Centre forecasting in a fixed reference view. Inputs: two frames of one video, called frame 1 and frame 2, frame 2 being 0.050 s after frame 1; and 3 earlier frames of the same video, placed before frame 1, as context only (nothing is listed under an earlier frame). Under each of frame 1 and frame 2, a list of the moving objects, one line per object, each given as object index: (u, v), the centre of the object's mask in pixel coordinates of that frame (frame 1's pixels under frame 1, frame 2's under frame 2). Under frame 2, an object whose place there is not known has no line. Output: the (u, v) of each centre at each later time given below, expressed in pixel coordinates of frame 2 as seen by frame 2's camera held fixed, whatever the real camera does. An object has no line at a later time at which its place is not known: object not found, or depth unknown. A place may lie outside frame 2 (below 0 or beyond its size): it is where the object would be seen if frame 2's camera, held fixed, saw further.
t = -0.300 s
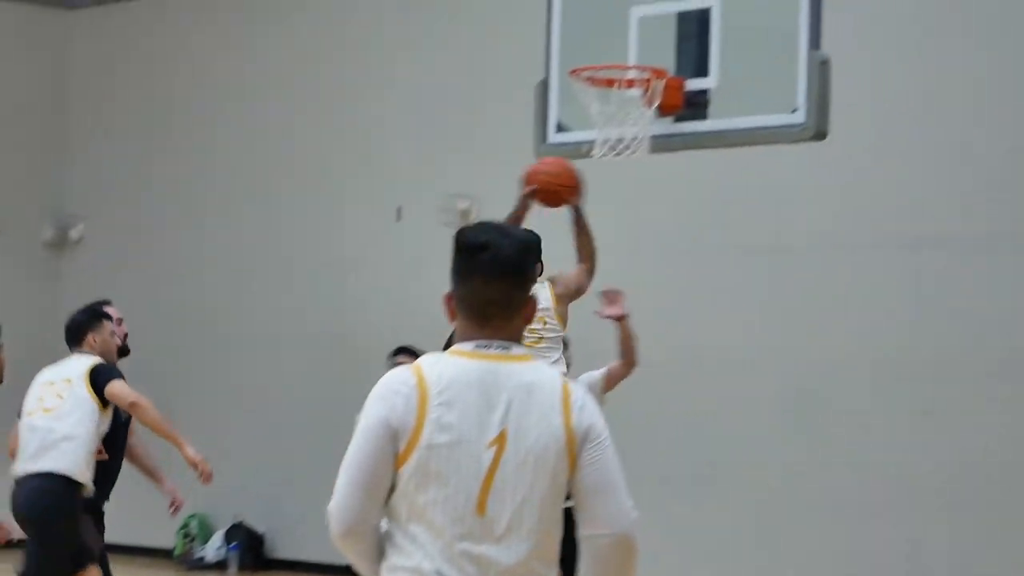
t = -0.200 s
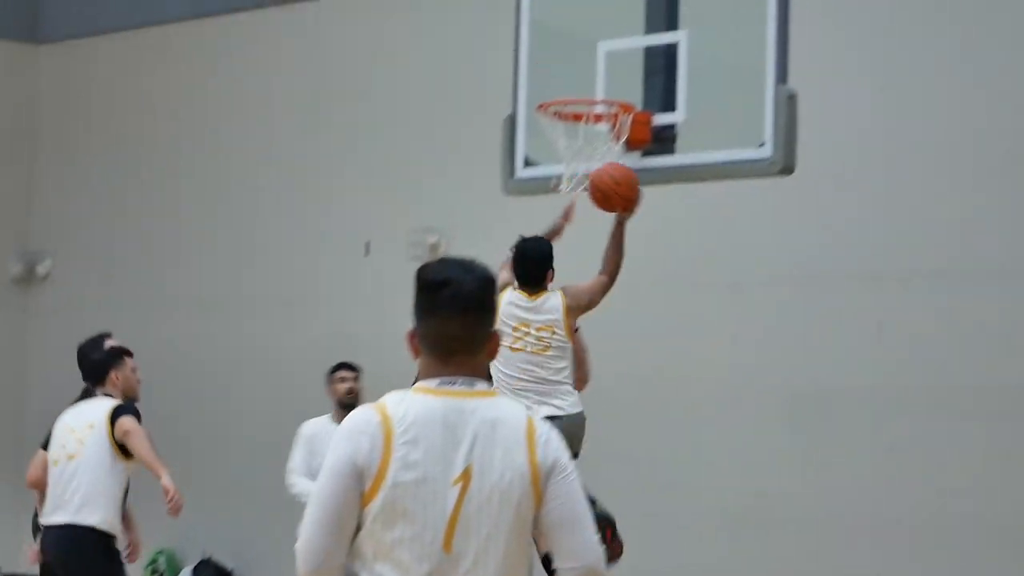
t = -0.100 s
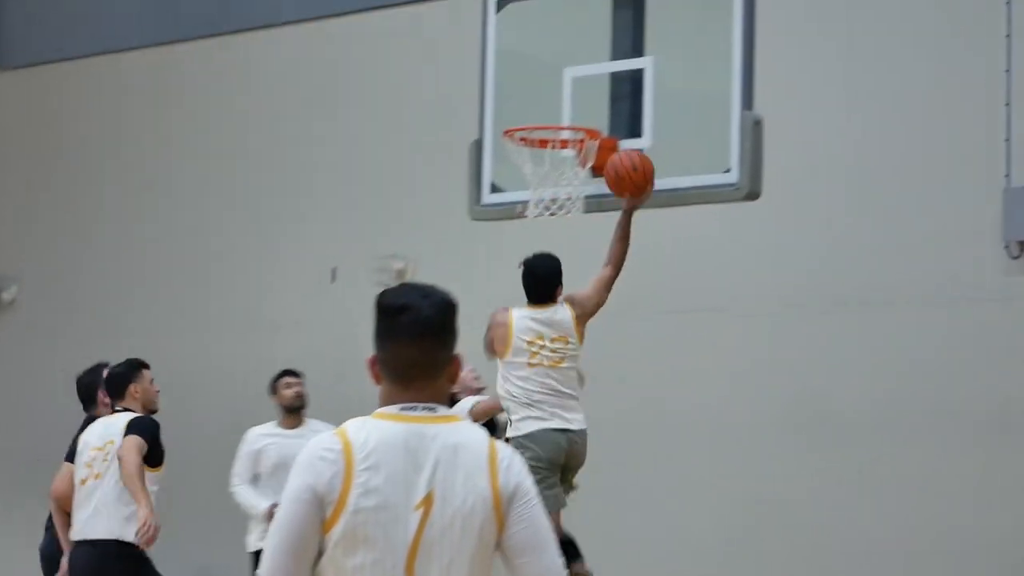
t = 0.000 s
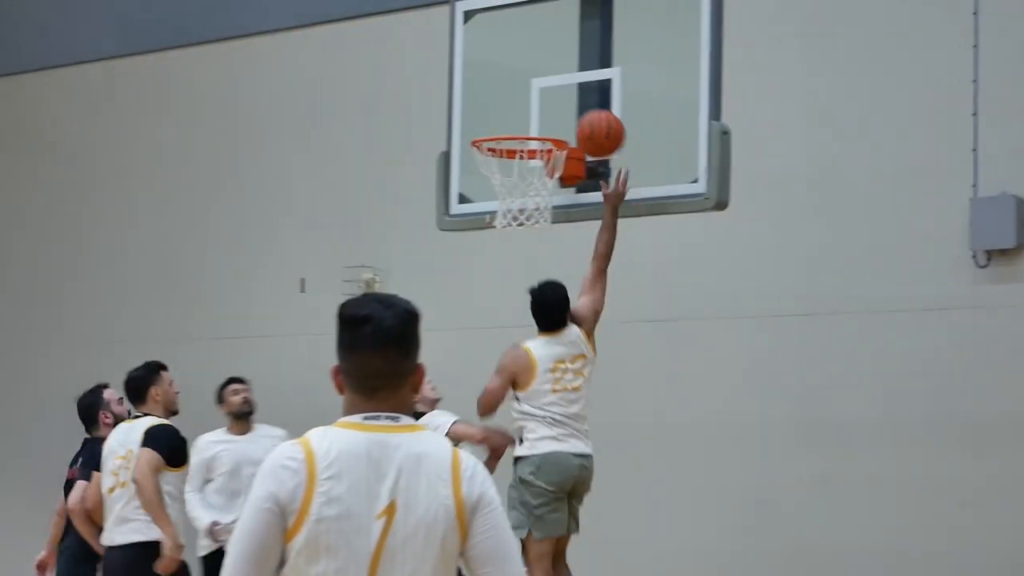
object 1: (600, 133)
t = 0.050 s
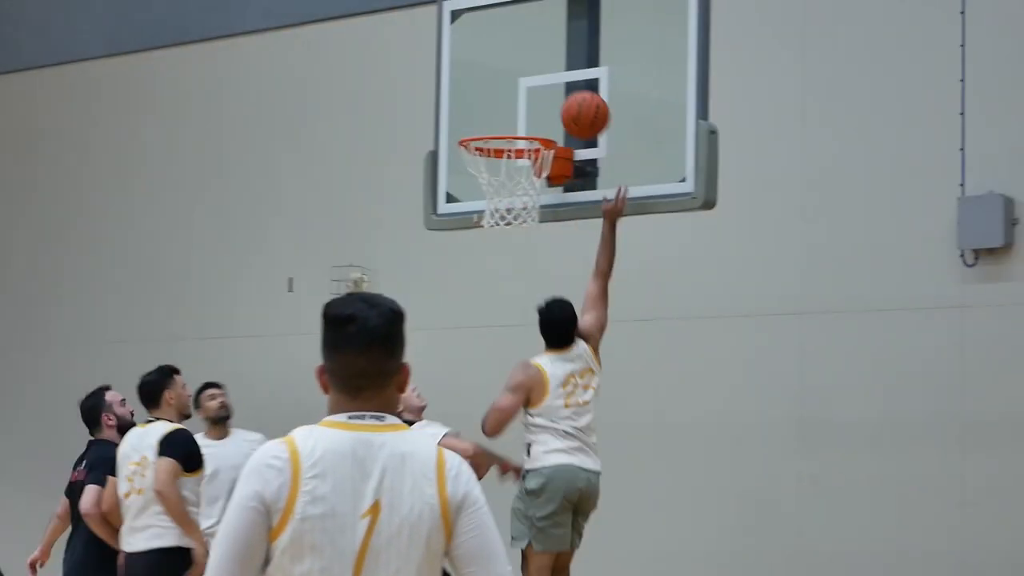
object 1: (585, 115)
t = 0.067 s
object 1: (584, 110)
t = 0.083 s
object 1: (583, 105)
